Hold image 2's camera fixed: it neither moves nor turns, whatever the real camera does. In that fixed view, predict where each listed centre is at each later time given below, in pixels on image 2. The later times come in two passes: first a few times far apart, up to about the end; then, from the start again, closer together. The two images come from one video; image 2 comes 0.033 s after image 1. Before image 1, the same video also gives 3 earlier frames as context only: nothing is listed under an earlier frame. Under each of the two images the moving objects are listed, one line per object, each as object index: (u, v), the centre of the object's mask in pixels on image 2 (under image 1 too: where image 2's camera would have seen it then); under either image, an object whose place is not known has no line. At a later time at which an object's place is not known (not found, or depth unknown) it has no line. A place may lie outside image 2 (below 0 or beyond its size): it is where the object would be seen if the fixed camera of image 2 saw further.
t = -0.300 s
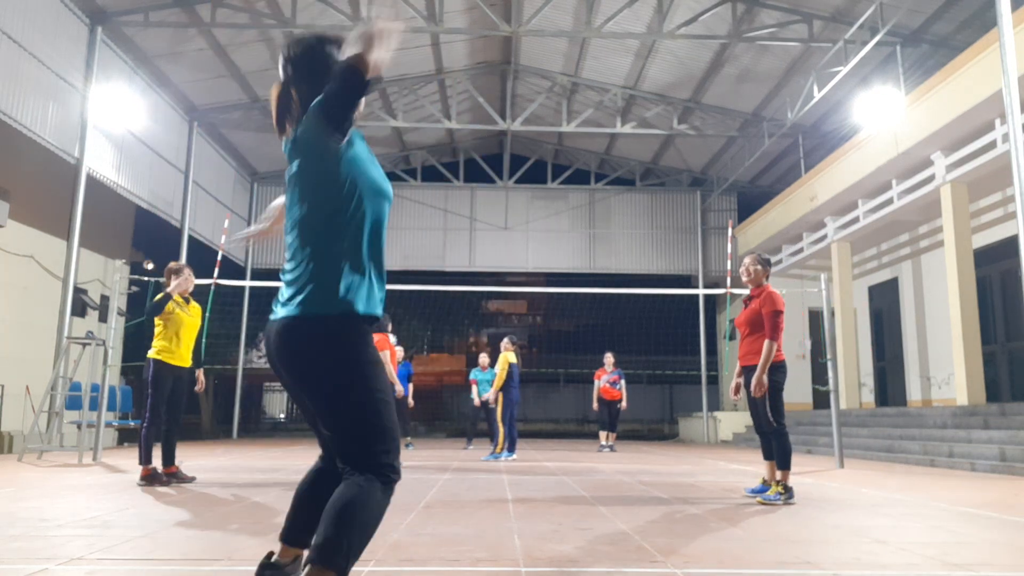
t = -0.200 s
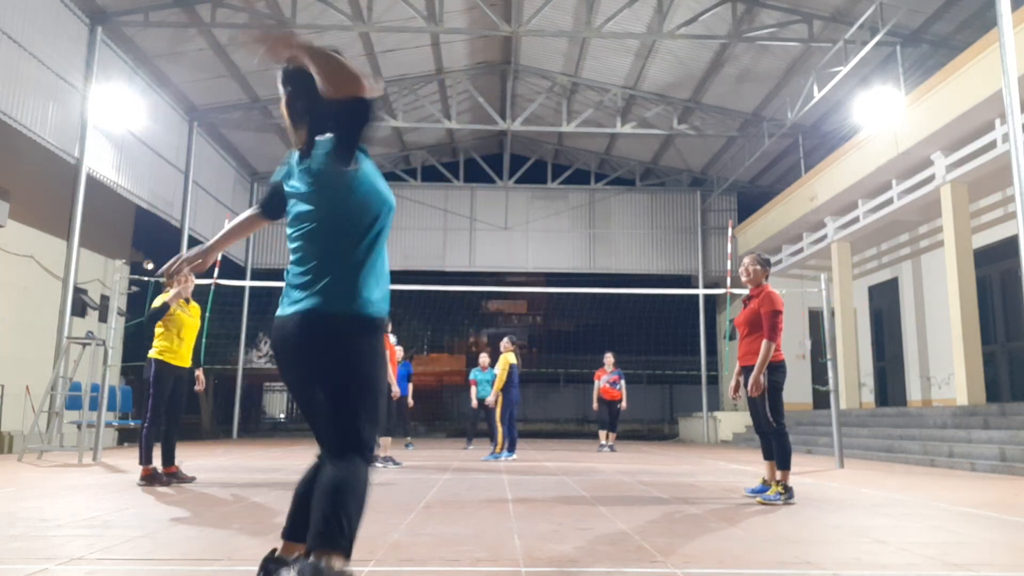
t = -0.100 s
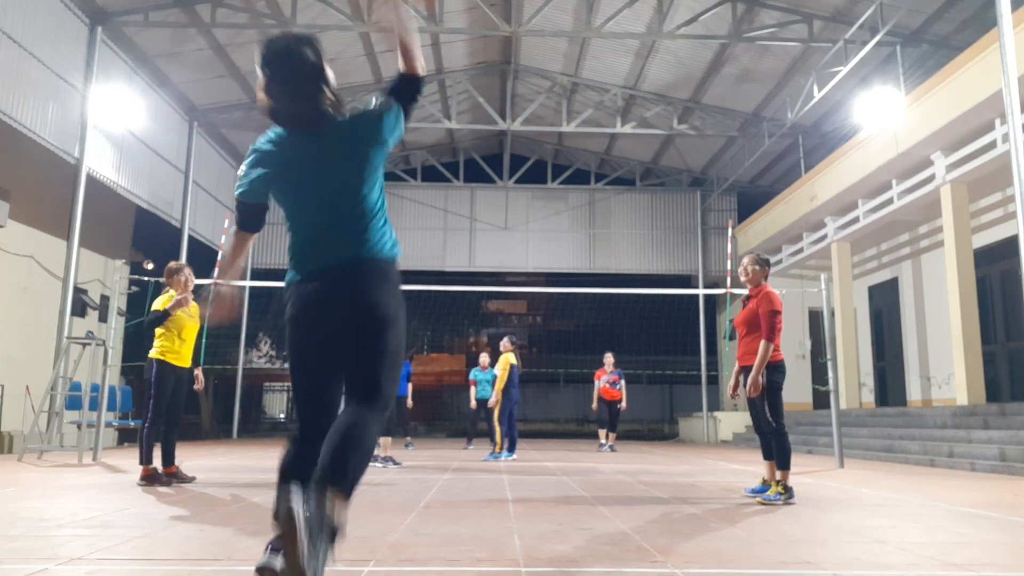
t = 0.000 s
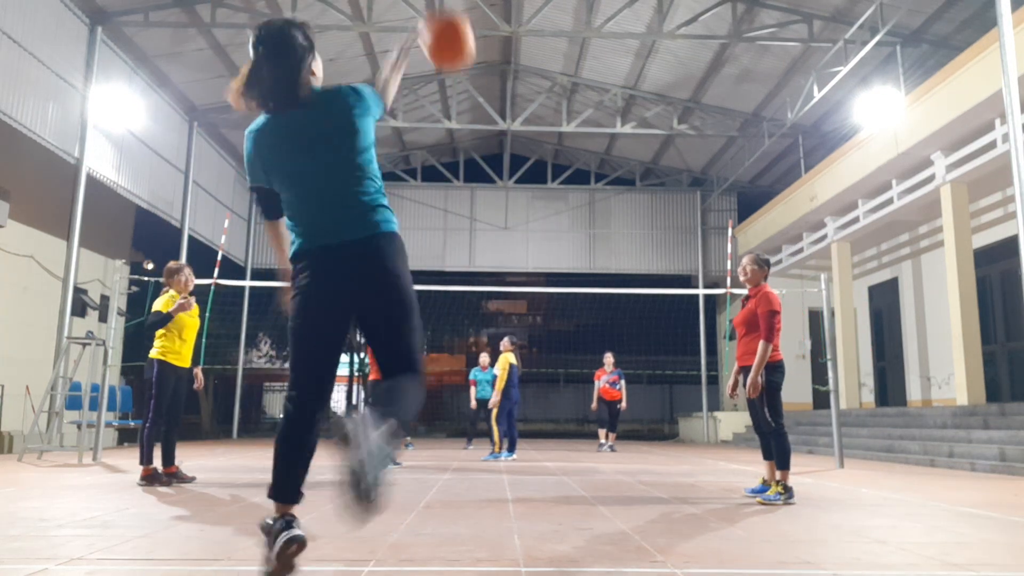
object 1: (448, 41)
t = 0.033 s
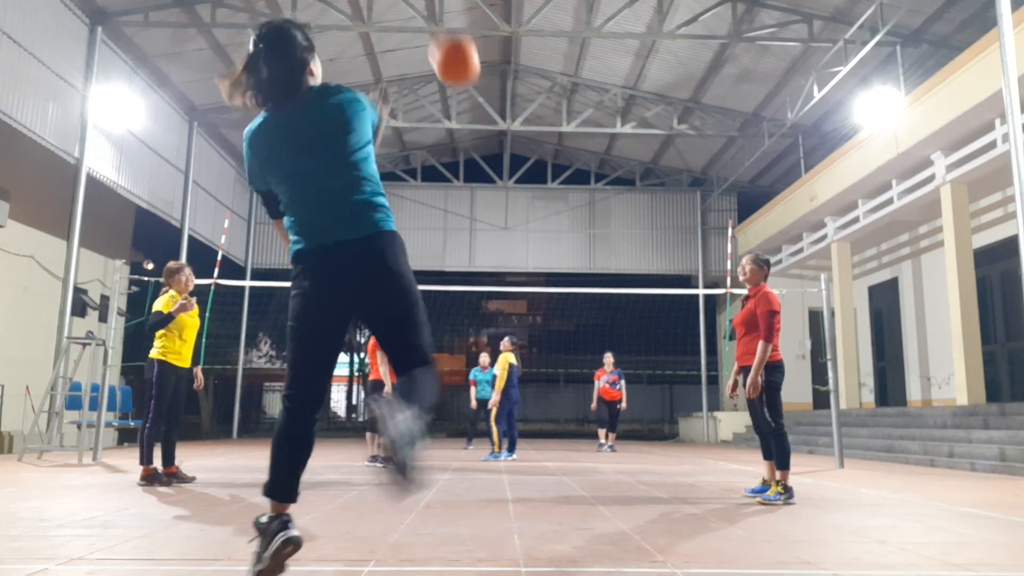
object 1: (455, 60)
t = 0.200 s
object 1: (484, 131)
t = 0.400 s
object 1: (508, 202)
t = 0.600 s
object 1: (519, 275)
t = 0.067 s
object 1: (462, 78)
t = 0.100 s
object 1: (468, 92)
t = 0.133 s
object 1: (474, 105)
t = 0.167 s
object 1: (479, 119)
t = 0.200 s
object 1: (484, 131)
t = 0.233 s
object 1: (489, 144)
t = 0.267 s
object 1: (494, 155)
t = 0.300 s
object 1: (498, 167)
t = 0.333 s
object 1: (502, 178)
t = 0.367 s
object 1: (505, 190)
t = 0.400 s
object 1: (508, 202)
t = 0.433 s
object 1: (511, 215)
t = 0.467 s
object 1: (513, 226)
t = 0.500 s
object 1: (515, 238)
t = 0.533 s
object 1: (517, 251)
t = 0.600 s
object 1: (519, 275)
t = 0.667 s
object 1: (521, 299)
